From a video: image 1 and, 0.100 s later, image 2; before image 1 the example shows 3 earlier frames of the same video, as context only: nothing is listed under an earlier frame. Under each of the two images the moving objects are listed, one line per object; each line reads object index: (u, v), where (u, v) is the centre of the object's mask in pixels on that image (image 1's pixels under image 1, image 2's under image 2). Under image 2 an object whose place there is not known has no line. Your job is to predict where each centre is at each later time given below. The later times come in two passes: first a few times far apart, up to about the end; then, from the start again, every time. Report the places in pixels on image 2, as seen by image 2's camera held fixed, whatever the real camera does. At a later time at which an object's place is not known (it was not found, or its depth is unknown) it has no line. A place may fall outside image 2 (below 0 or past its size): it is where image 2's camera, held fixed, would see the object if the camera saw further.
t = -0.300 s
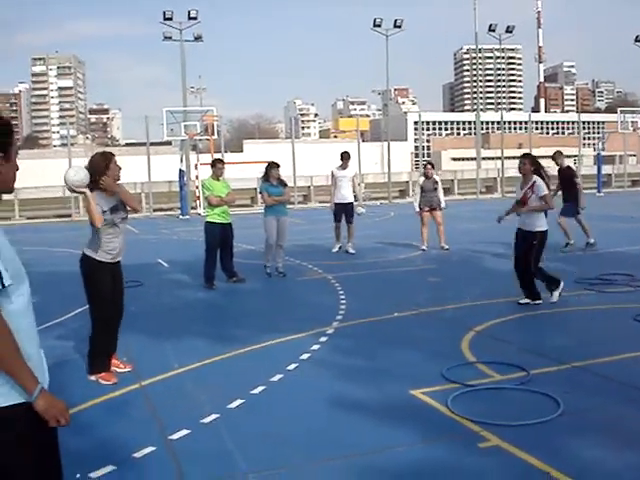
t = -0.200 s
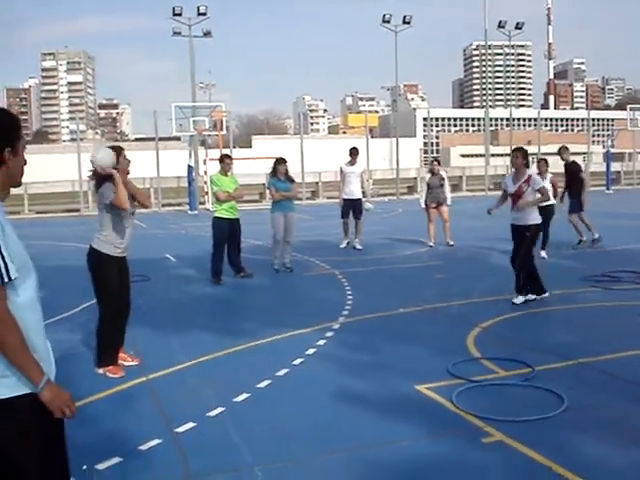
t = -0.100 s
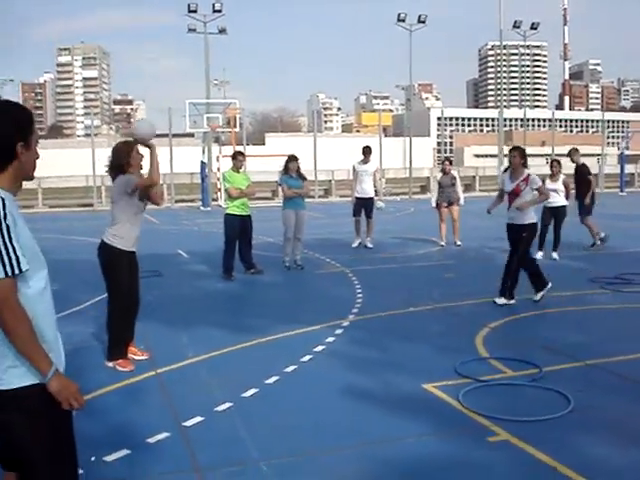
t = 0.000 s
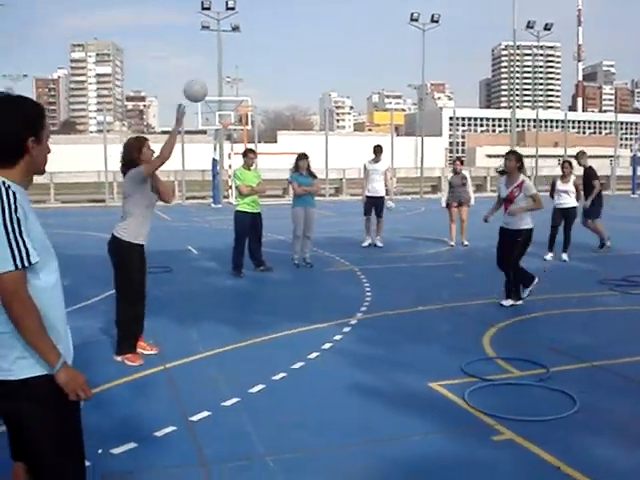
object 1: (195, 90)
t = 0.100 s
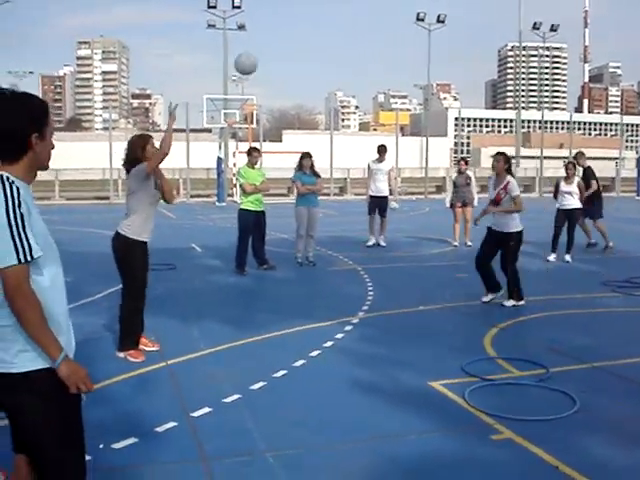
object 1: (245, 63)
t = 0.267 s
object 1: (317, 53)
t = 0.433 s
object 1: (382, 80)
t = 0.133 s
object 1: (260, 59)
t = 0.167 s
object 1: (275, 55)
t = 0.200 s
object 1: (289, 53)
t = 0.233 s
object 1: (303, 52)
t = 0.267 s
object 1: (317, 53)
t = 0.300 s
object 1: (330, 56)
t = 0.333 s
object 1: (344, 59)
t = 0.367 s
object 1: (357, 65)
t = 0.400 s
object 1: (370, 72)
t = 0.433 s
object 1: (382, 80)
